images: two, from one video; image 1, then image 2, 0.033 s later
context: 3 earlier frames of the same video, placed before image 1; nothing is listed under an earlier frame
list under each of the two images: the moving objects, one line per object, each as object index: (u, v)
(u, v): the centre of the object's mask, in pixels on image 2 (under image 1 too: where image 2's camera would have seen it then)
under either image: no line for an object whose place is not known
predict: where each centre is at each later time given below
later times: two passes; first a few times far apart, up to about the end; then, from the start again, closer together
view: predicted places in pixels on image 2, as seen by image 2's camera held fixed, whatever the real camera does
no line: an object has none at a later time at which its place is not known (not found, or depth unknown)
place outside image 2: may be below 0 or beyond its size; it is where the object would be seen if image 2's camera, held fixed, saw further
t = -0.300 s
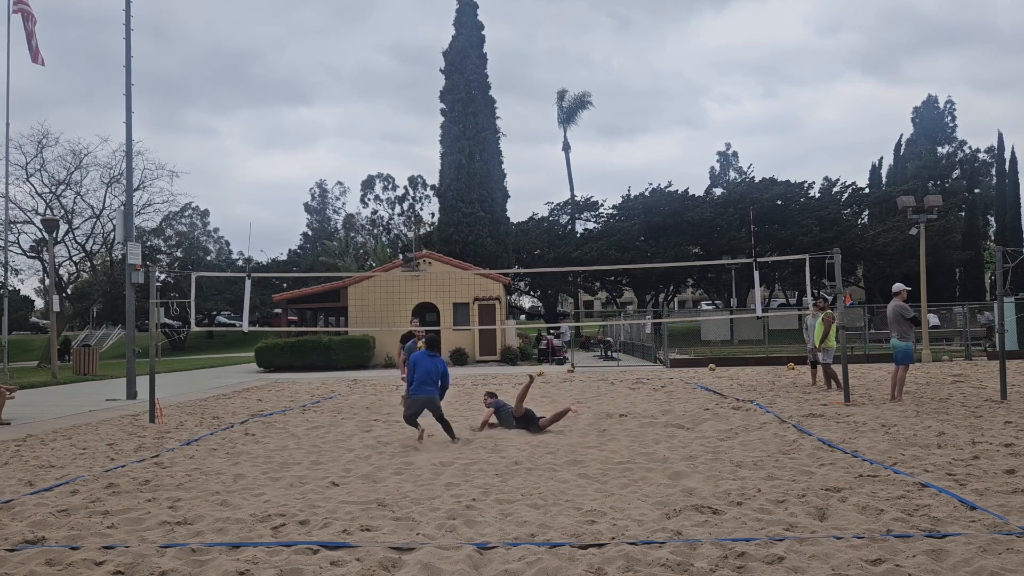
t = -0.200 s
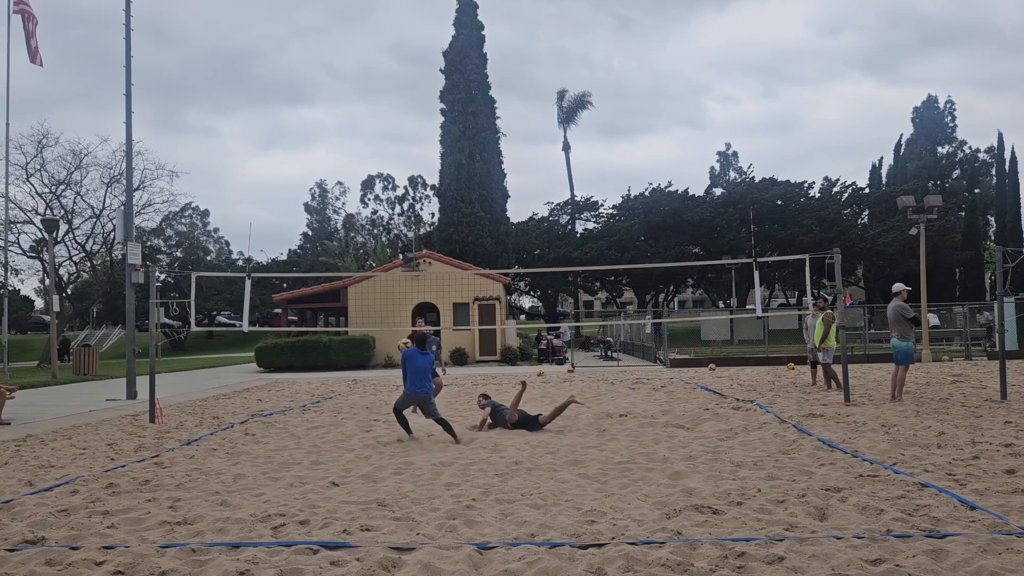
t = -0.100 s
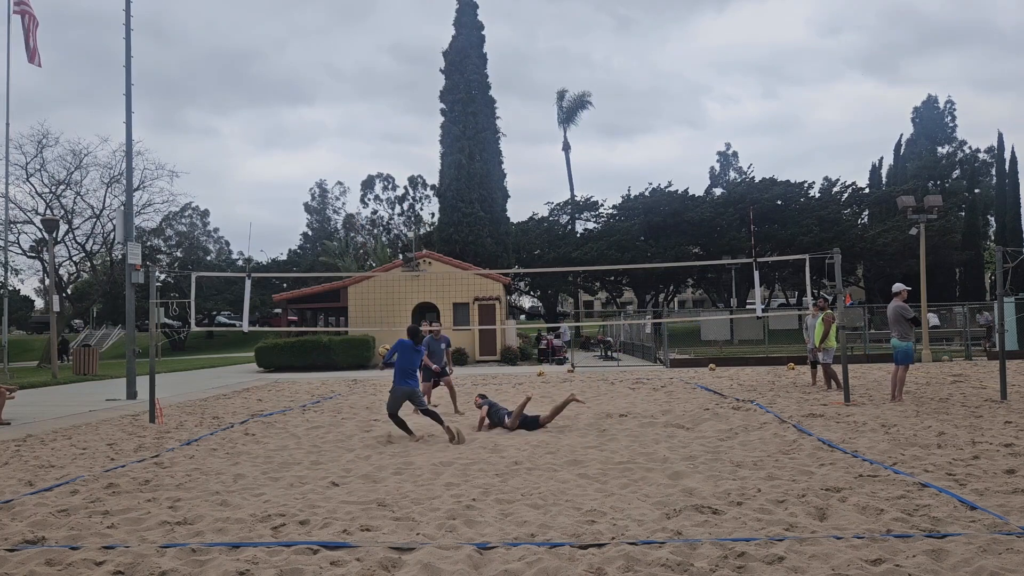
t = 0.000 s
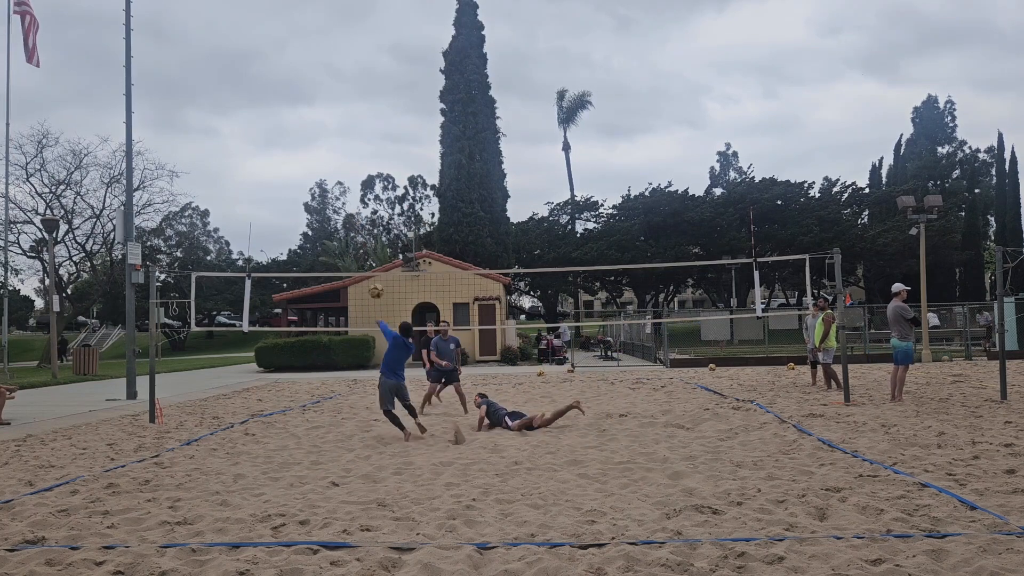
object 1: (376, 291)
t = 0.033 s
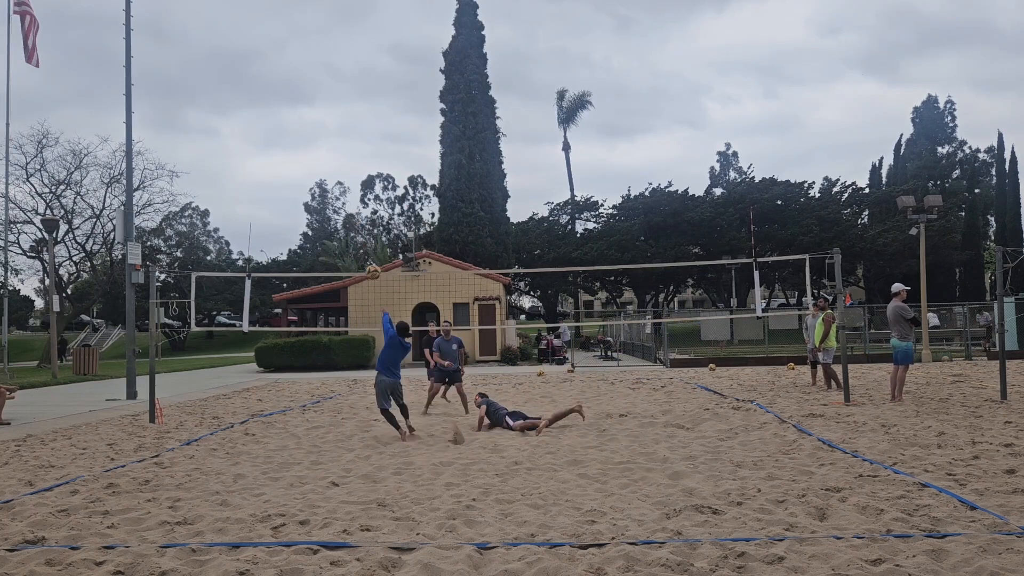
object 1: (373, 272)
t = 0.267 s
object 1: (353, 167)
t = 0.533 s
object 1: (333, 100)
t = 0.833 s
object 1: (314, 81)
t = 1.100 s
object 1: (298, 112)
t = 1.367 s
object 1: (285, 181)
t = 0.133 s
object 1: (367, 222)
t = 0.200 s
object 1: (359, 193)
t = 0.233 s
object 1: (356, 180)
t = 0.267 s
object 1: (353, 167)
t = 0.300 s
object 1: (351, 156)
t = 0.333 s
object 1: (348, 145)
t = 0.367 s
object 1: (345, 136)
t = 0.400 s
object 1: (343, 127)
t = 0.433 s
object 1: (341, 119)
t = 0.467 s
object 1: (338, 112)
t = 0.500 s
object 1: (336, 105)
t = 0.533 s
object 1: (333, 100)
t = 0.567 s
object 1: (331, 95)
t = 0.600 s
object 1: (329, 91)
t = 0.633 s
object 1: (326, 87)
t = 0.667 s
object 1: (324, 84)
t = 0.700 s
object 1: (322, 82)
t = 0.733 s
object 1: (320, 81)
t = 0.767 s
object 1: (318, 80)
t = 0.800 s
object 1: (316, 81)
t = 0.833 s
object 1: (314, 81)
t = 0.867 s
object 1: (312, 83)
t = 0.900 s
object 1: (310, 85)
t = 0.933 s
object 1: (308, 88)
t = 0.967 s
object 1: (306, 91)
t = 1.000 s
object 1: (304, 95)
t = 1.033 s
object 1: (302, 100)
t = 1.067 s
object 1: (300, 105)
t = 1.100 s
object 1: (298, 112)
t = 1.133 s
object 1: (297, 118)
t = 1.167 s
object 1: (295, 125)
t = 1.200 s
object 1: (293, 133)
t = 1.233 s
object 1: (292, 142)
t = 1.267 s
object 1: (290, 150)
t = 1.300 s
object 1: (288, 160)
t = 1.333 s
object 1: (287, 170)
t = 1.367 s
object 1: (285, 181)
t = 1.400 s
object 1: (284, 192)
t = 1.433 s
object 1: (282, 204)
